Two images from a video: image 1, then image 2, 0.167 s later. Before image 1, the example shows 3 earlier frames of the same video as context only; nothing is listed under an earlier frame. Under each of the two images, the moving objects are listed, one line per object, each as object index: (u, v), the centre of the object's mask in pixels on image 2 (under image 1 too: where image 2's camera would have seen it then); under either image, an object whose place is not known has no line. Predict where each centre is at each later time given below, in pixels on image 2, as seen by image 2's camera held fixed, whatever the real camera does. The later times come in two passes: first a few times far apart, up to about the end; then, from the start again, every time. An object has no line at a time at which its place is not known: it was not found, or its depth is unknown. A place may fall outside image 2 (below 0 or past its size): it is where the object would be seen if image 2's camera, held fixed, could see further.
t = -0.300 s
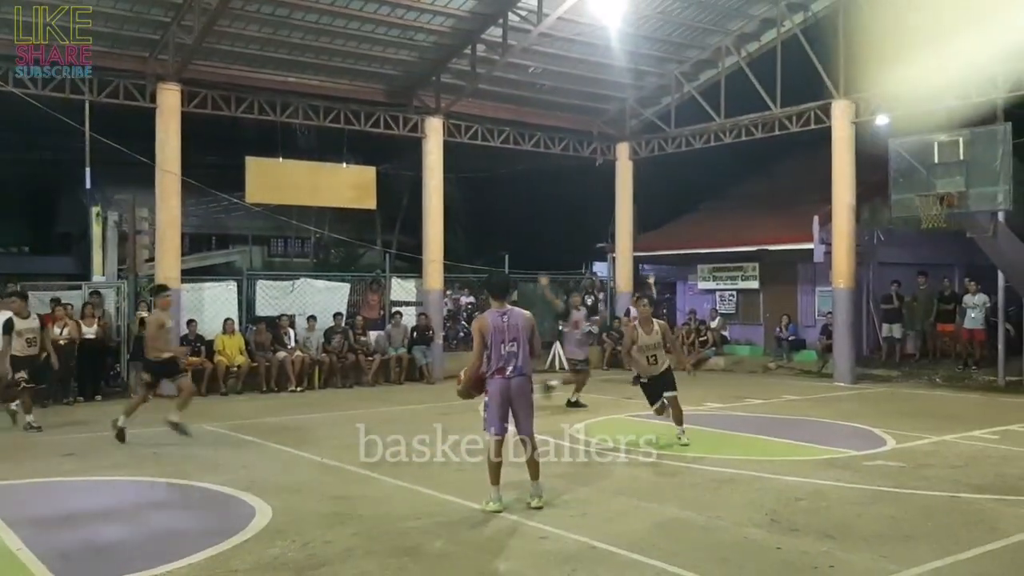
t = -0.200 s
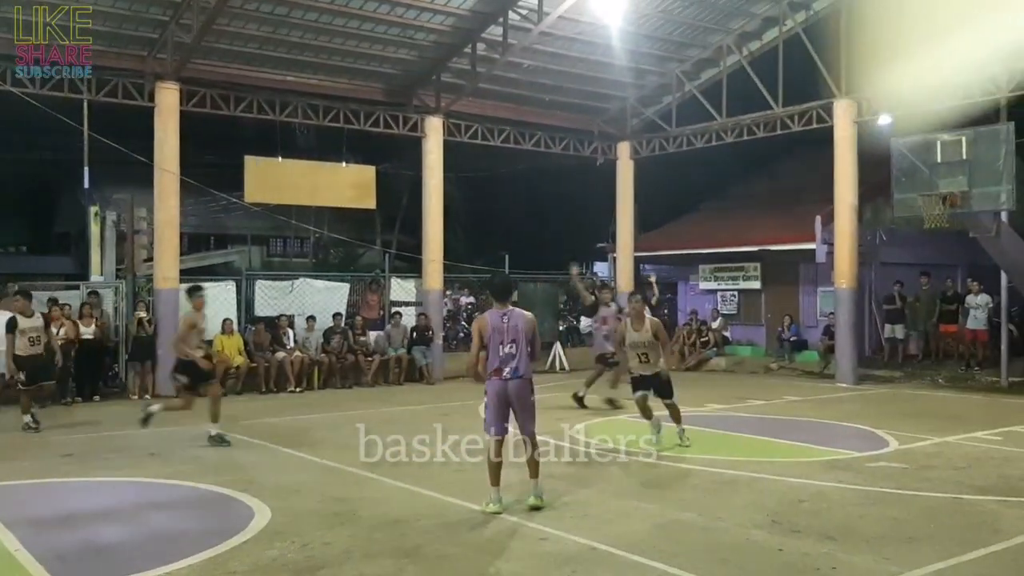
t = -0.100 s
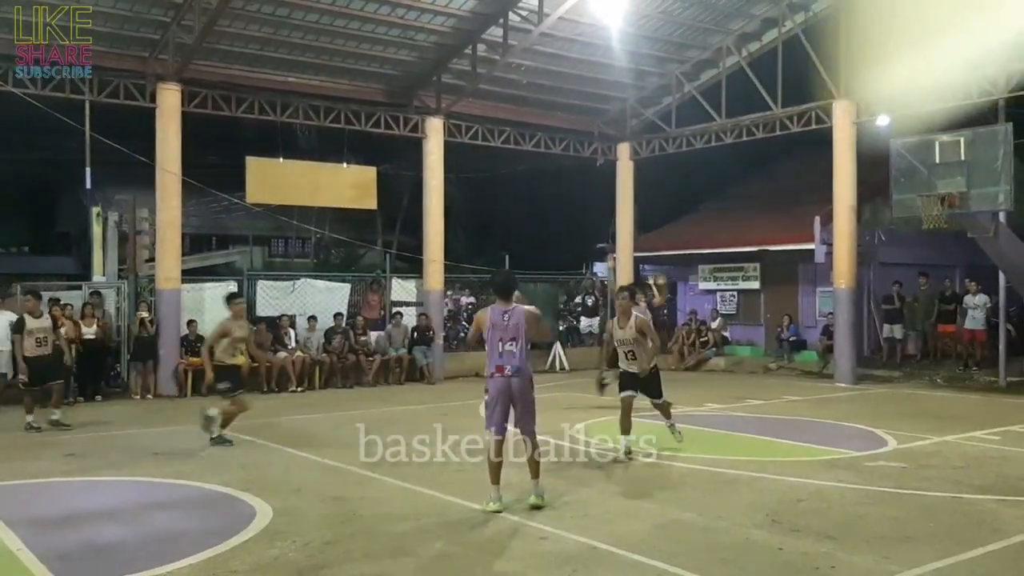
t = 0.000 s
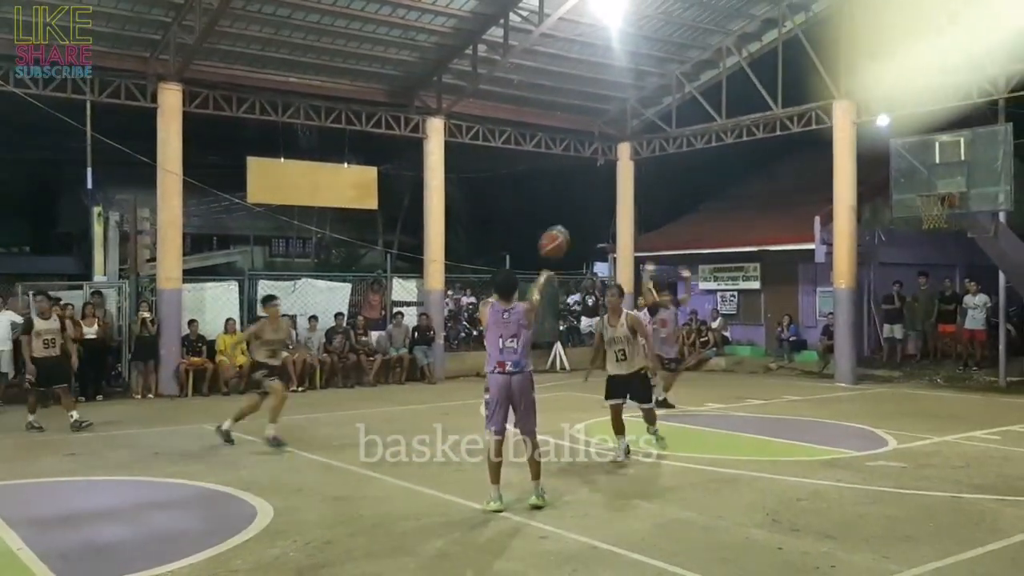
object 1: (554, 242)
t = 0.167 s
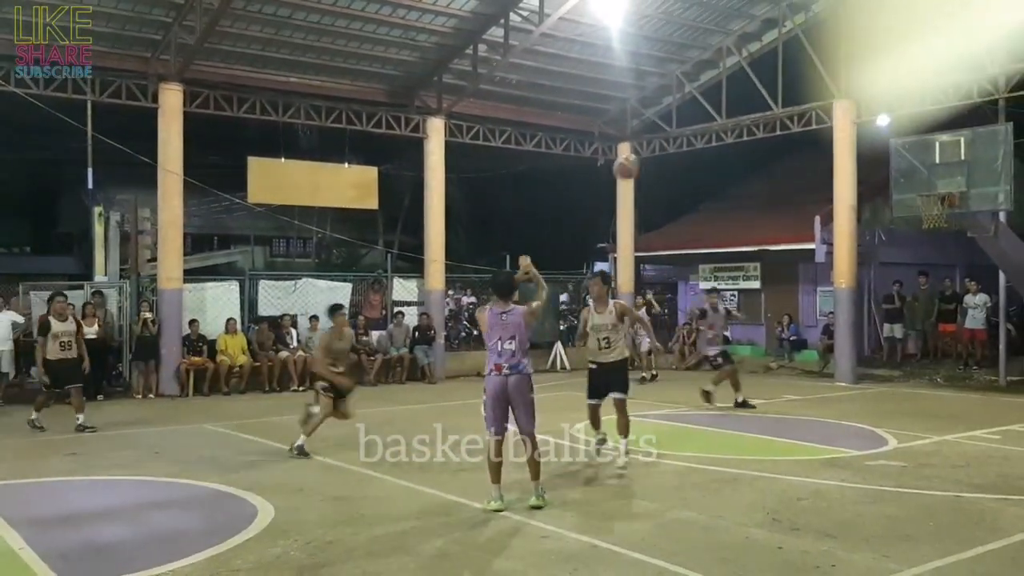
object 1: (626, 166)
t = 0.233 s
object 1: (651, 148)
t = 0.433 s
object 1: (713, 119)
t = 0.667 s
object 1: (773, 134)
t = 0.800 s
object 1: (802, 156)
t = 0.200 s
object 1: (640, 155)
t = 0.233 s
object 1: (651, 148)
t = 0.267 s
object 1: (663, 140)
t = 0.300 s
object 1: (673, 133)
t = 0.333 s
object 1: (684, 126)
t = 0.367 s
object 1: (695, 123)
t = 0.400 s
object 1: (704, 122)
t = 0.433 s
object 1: (713, 119)
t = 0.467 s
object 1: (724, 119)
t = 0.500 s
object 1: (732, 118)
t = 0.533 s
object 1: (741, 120)
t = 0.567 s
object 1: (750, 122)
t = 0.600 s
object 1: (758, 126)
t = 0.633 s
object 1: (765, 129)
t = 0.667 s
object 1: (773, 134)
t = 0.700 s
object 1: (781, 138)
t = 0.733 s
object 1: (788, 143)
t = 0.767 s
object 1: (795, 149)
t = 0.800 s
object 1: (802, 156)
